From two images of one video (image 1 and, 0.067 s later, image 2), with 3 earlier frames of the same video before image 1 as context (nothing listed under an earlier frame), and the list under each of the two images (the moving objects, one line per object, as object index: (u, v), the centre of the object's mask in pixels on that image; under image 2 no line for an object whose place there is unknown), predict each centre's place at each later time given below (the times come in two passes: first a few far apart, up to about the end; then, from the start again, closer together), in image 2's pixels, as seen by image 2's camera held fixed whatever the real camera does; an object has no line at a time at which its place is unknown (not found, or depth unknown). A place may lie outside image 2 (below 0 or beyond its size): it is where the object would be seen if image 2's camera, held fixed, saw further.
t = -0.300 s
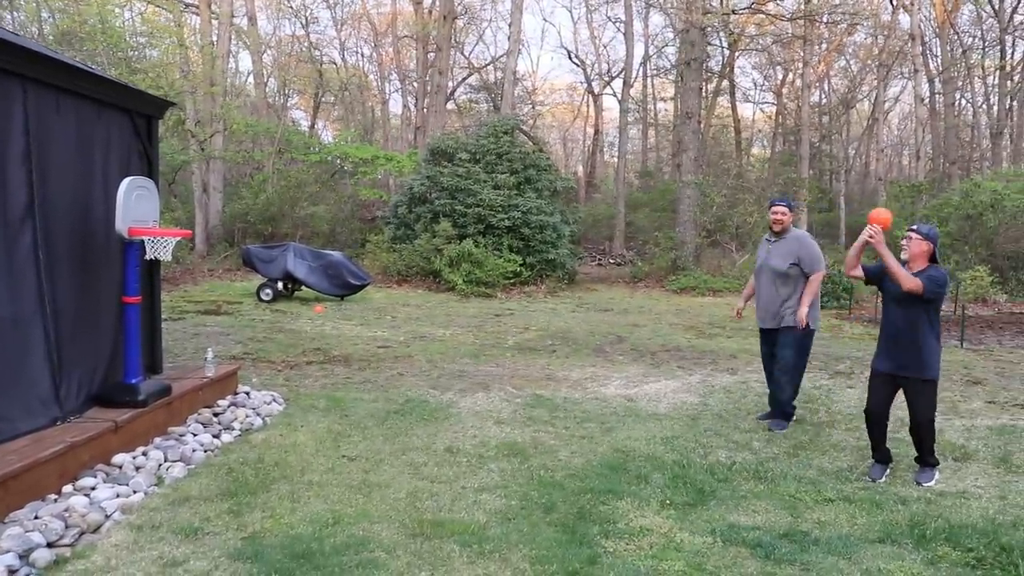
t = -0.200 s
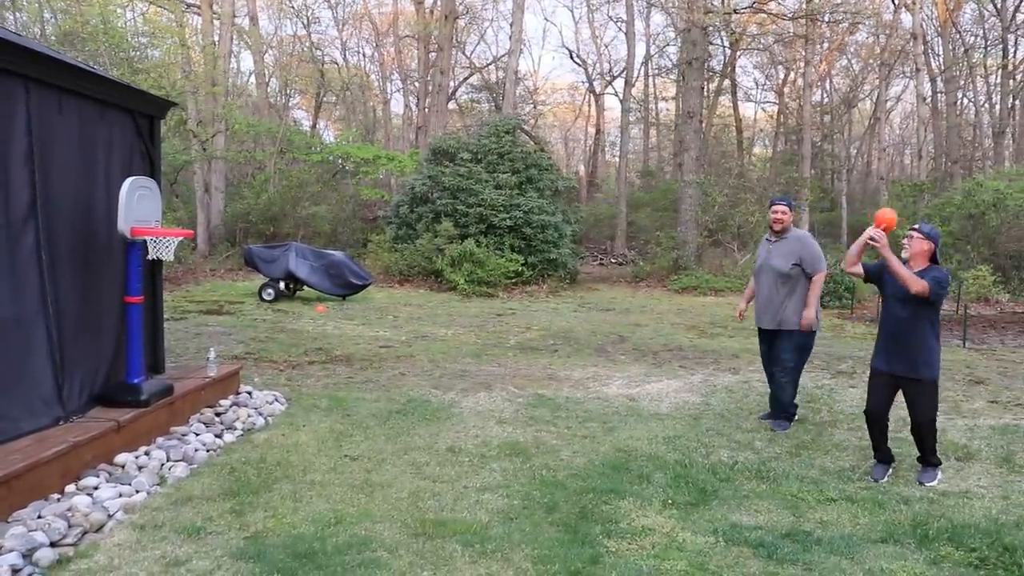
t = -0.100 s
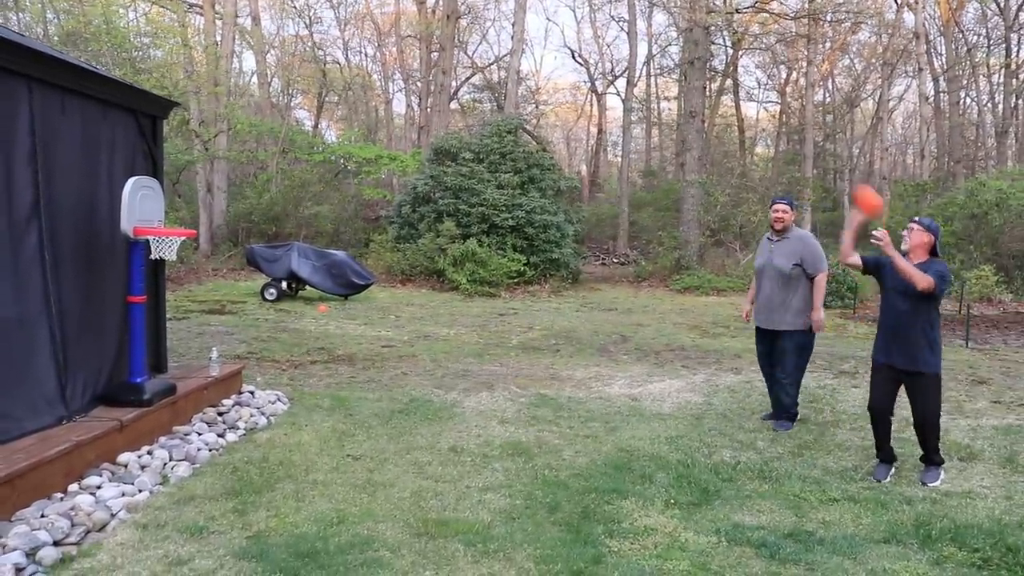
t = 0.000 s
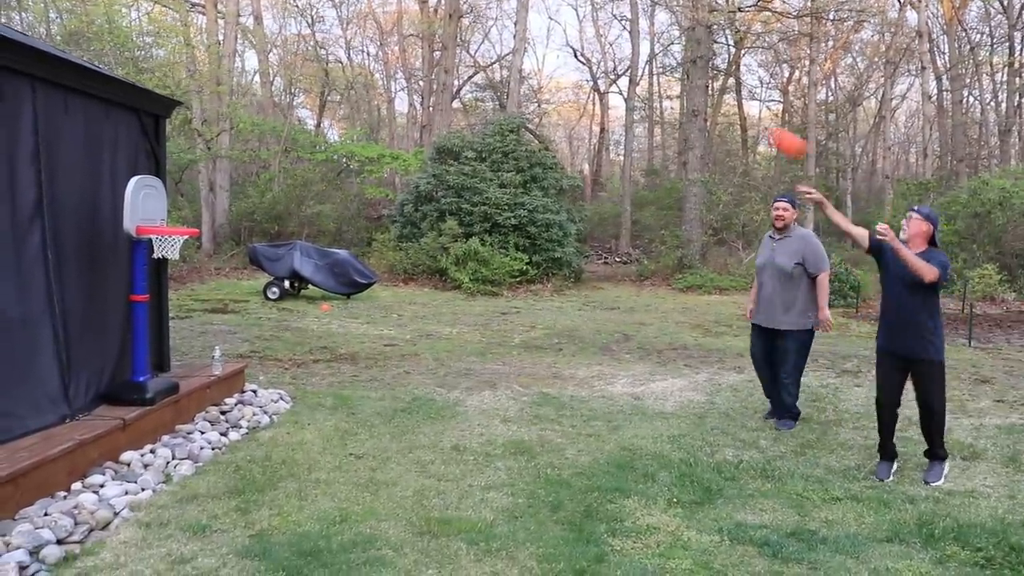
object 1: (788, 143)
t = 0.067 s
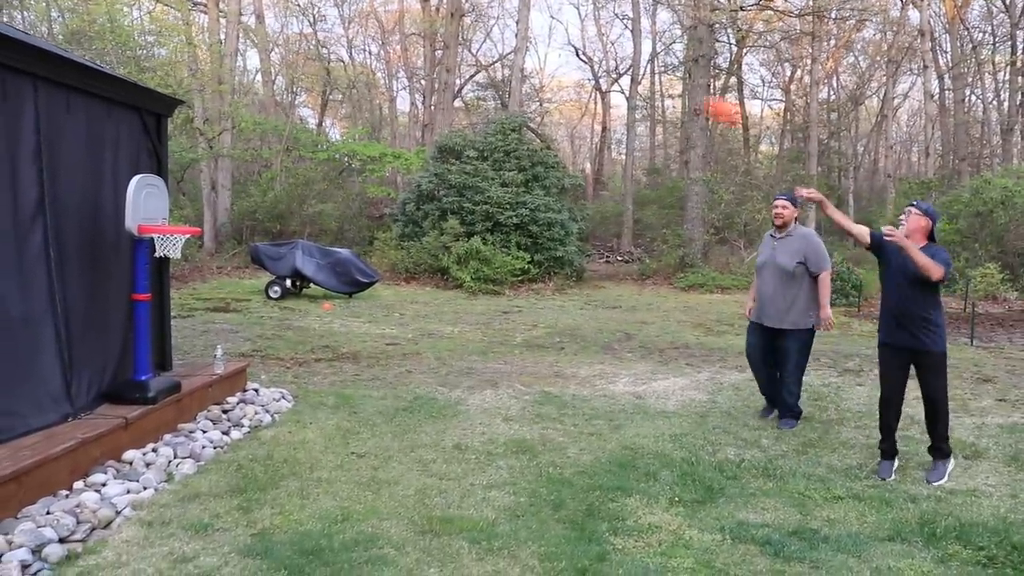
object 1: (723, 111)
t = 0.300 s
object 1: (496, 64)
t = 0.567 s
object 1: (251, 117)
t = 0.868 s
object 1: (125, 260)
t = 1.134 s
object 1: (118, 513)
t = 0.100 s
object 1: (694, 100)
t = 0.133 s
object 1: (661, 89)
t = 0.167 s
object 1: (624, 80)
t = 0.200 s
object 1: (596, 74)
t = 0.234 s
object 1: (560, 69)
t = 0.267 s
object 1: (526, 66)
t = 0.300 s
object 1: (496, 64)
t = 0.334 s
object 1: (464, 63)
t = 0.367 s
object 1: (436, 66)
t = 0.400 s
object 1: (405, 69)
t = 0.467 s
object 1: (342, 85)
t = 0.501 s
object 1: (312, 94)
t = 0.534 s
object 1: (280, 105)
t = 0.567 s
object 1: (251, 117)
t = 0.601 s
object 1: (221, 132)
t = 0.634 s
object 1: (195, 148)
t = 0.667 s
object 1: (169, 164)
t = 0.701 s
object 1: (141, 186)
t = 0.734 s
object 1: (131, 200)
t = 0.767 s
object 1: (131, 209)
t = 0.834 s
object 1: (126, 242)
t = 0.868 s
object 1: (125, 260)
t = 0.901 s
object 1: (122, 281)
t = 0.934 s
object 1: (120, 306)
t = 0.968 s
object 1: (118, 334)
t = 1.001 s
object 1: (116, 365)
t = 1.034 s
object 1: (114, 397)
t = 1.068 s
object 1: (111, 436)
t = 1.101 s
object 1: (111, 475)
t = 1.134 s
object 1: (118, 513)
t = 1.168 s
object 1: (135, 524)
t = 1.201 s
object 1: (152, 539)
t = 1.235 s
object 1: (173, 558)
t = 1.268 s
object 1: (193, 573)
